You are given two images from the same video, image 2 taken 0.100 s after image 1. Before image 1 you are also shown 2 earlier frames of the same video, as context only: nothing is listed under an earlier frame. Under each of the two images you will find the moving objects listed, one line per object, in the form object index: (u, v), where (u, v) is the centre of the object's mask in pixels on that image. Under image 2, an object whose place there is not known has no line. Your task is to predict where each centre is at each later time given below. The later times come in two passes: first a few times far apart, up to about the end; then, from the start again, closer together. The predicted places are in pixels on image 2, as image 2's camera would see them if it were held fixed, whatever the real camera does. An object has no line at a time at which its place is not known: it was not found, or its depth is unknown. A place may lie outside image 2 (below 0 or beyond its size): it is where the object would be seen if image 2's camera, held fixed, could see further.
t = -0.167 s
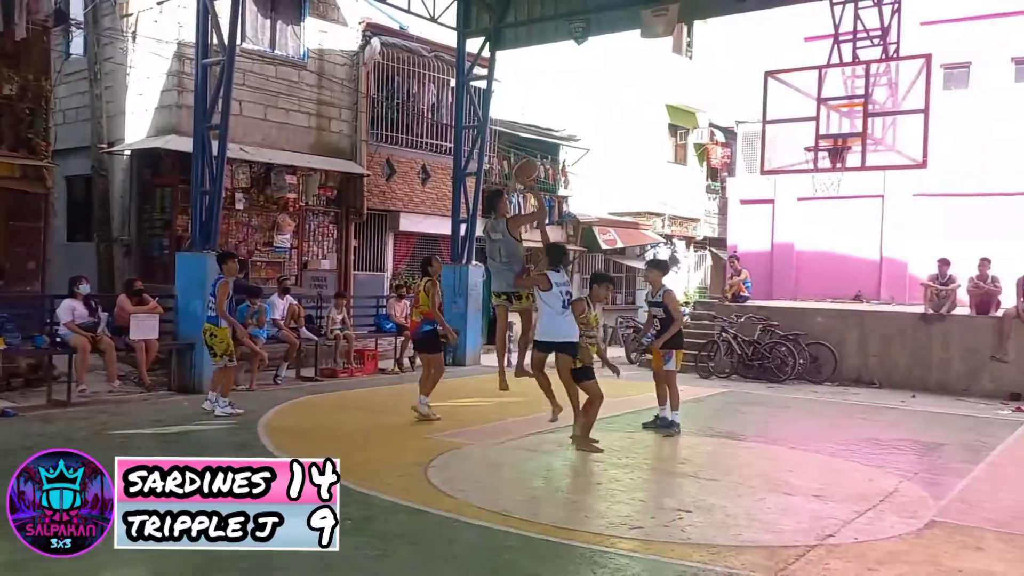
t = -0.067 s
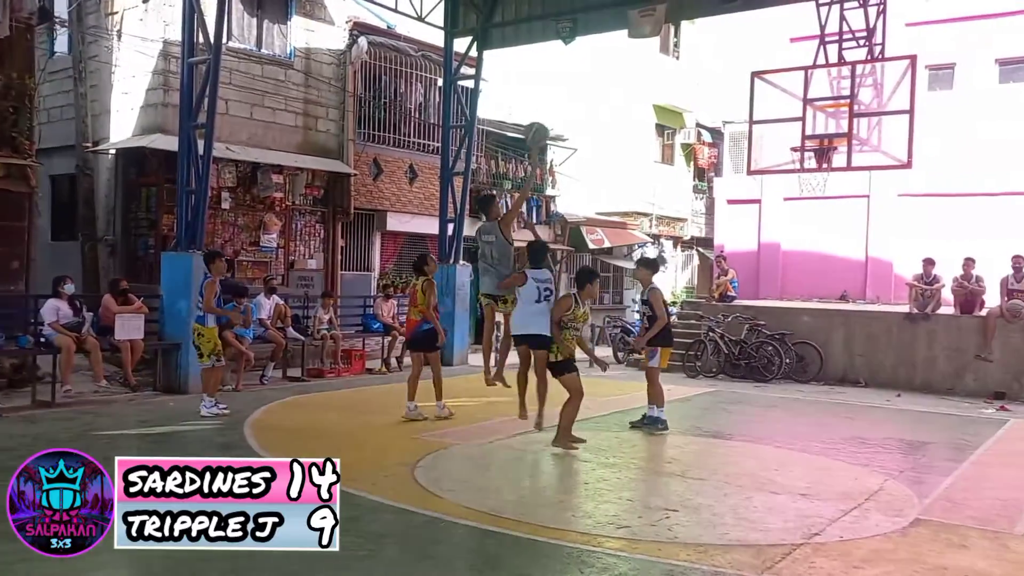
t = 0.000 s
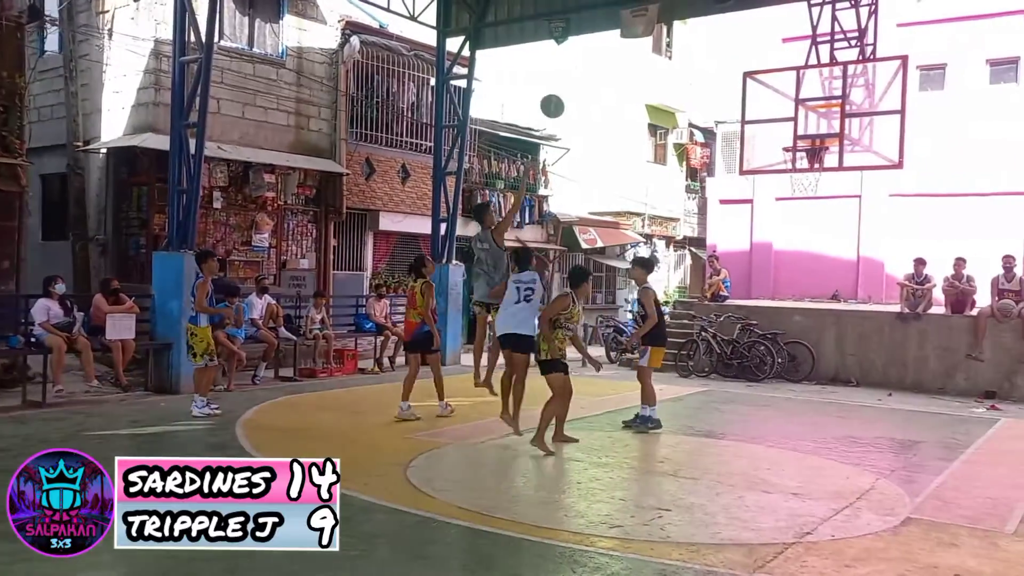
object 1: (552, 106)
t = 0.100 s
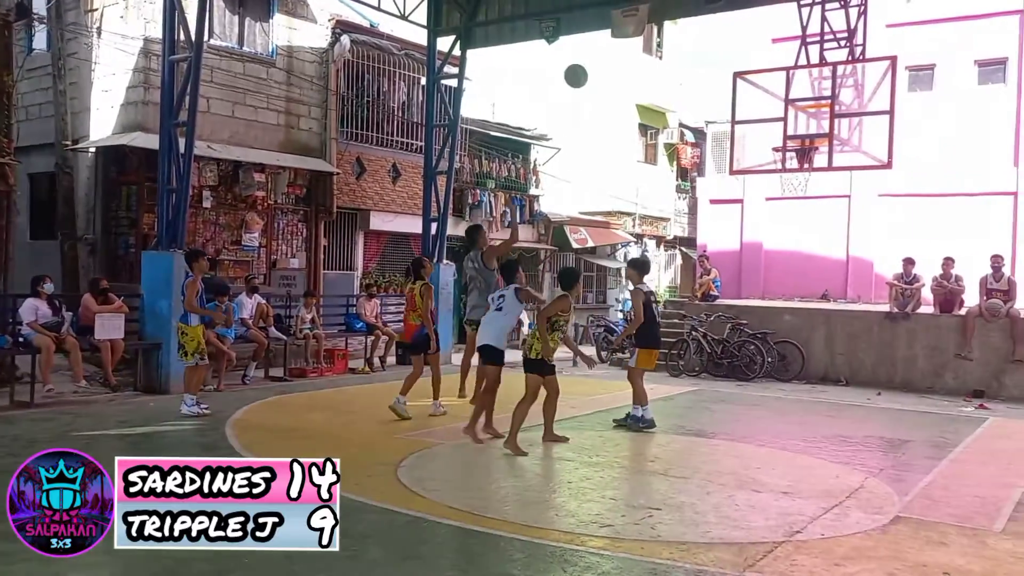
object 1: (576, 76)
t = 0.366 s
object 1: (654, 51)
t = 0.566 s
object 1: (703, 76)
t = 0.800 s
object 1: (753, 146)
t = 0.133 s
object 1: (586, 69)
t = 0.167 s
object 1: (597, 63)
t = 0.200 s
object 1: (607, 58)
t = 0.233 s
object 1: (617, 54)
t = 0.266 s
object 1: (626, 52)
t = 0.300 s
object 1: (636, 50)
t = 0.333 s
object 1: (645, 50)
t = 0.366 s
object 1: (654, 51)
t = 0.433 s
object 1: (671, 55)
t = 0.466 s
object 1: (680, 59)
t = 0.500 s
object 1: (688, 64)
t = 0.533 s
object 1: (695, 70)
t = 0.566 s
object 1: (703, 76)
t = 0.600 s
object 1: (711, 84)
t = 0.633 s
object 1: (718, 92)
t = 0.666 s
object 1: (724, 102)
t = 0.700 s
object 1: (733, 111)
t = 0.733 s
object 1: (739, 122)
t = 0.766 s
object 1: (746, 134)
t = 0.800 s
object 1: (753, 146)
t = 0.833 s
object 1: (759, 160)
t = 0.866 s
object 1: (766, 173)
